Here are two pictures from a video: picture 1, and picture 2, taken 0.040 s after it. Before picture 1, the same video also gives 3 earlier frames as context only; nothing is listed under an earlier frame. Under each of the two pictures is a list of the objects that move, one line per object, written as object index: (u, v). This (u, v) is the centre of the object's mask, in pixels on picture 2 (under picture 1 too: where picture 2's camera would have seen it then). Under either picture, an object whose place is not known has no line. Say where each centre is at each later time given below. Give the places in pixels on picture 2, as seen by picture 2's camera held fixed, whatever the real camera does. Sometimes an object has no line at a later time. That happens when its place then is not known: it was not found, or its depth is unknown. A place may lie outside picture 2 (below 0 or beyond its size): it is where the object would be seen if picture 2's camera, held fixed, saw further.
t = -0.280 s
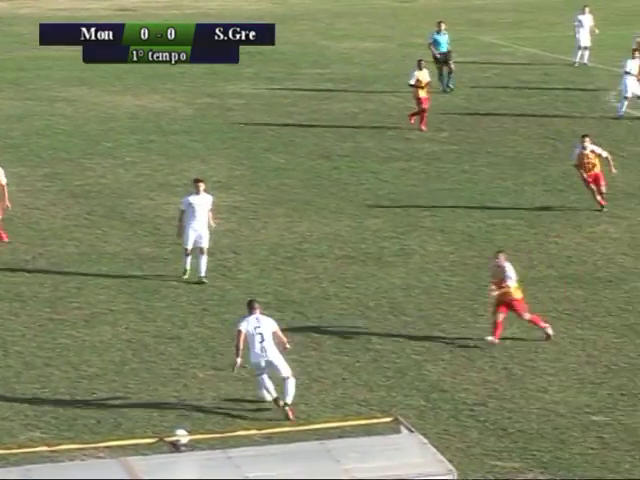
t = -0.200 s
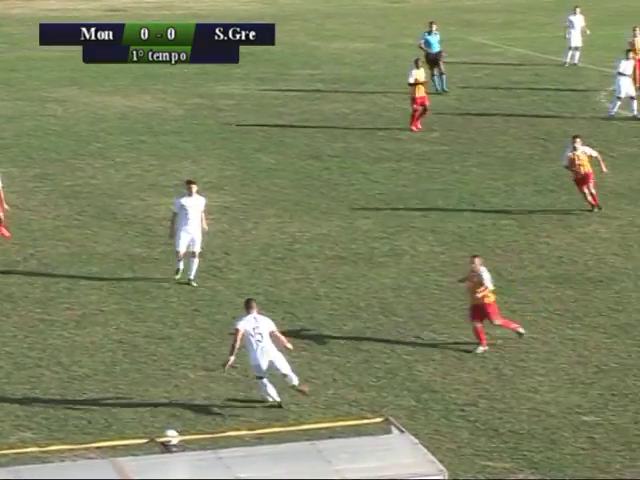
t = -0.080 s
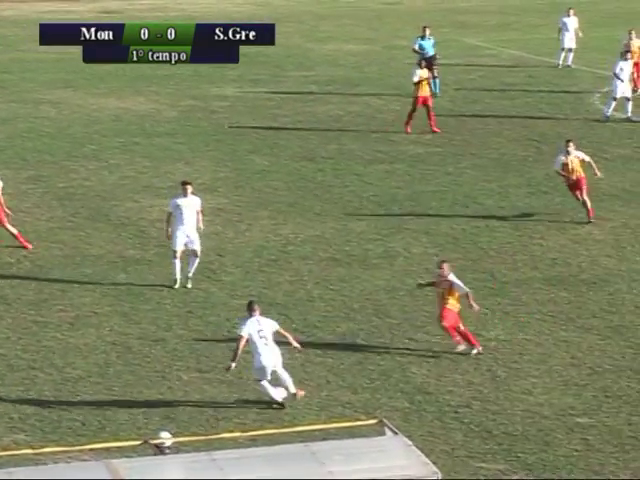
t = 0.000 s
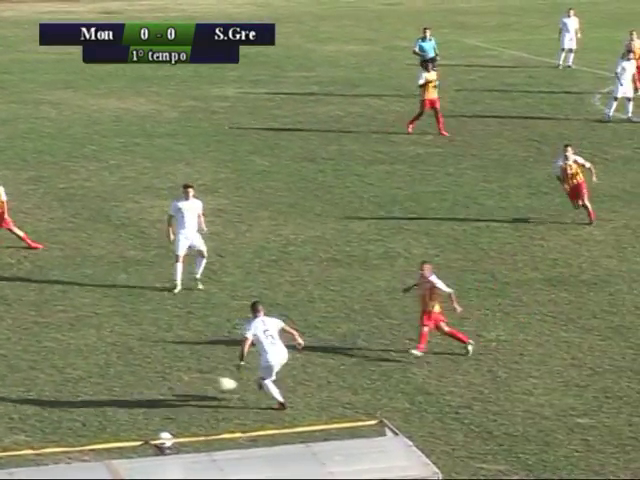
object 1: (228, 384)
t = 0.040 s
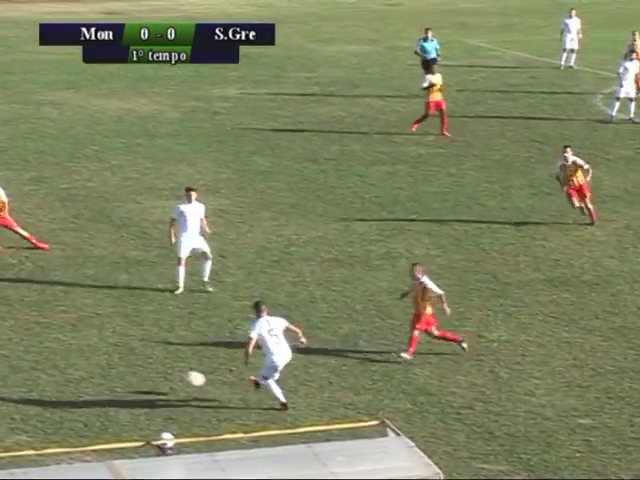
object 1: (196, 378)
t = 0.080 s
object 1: (162, 373)
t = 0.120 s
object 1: (129, 369)
